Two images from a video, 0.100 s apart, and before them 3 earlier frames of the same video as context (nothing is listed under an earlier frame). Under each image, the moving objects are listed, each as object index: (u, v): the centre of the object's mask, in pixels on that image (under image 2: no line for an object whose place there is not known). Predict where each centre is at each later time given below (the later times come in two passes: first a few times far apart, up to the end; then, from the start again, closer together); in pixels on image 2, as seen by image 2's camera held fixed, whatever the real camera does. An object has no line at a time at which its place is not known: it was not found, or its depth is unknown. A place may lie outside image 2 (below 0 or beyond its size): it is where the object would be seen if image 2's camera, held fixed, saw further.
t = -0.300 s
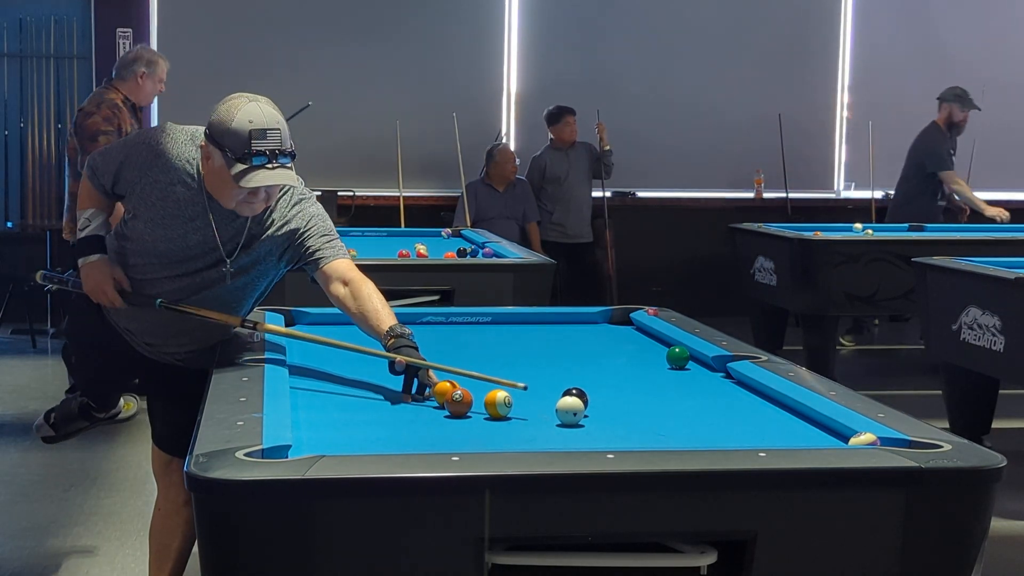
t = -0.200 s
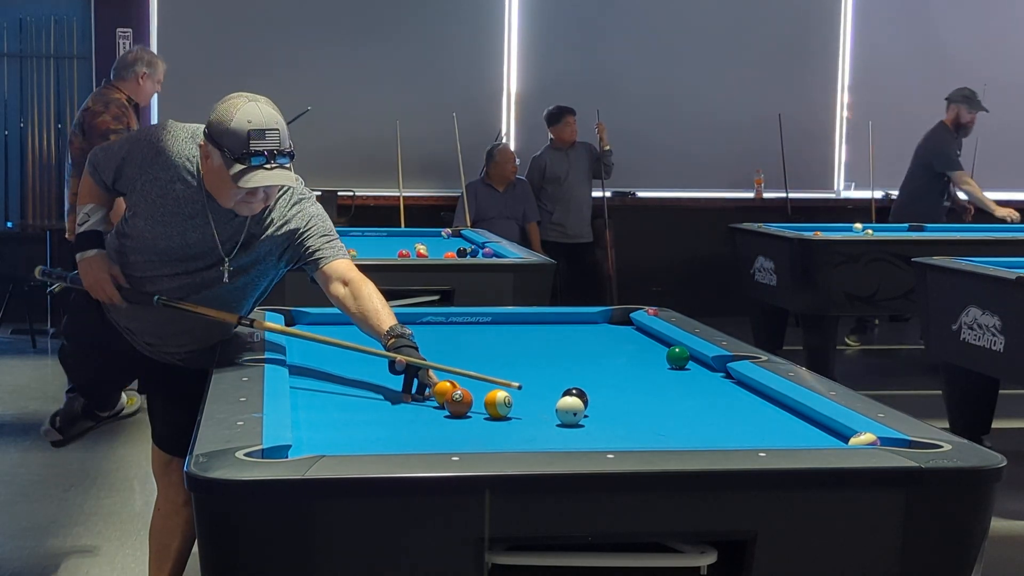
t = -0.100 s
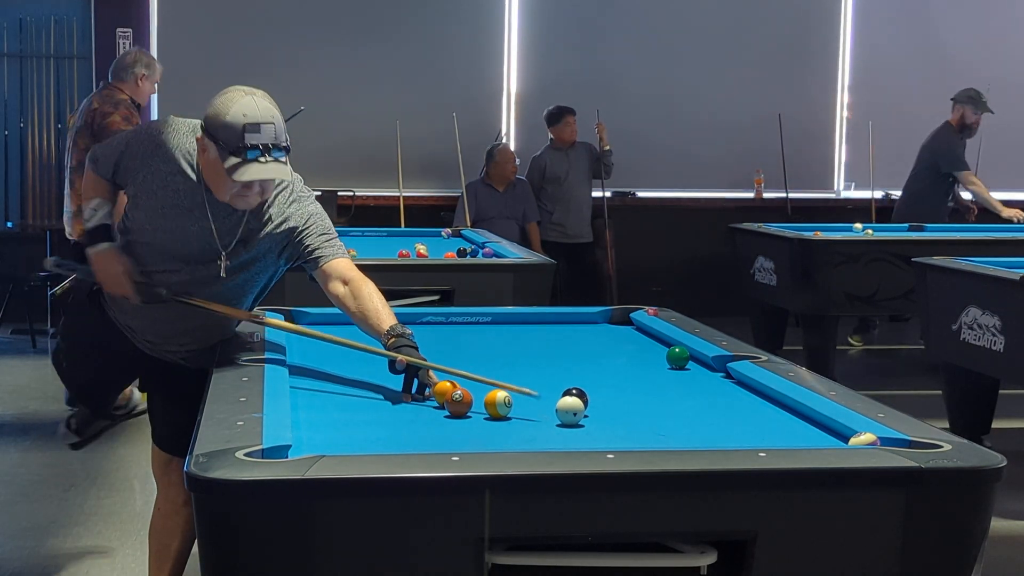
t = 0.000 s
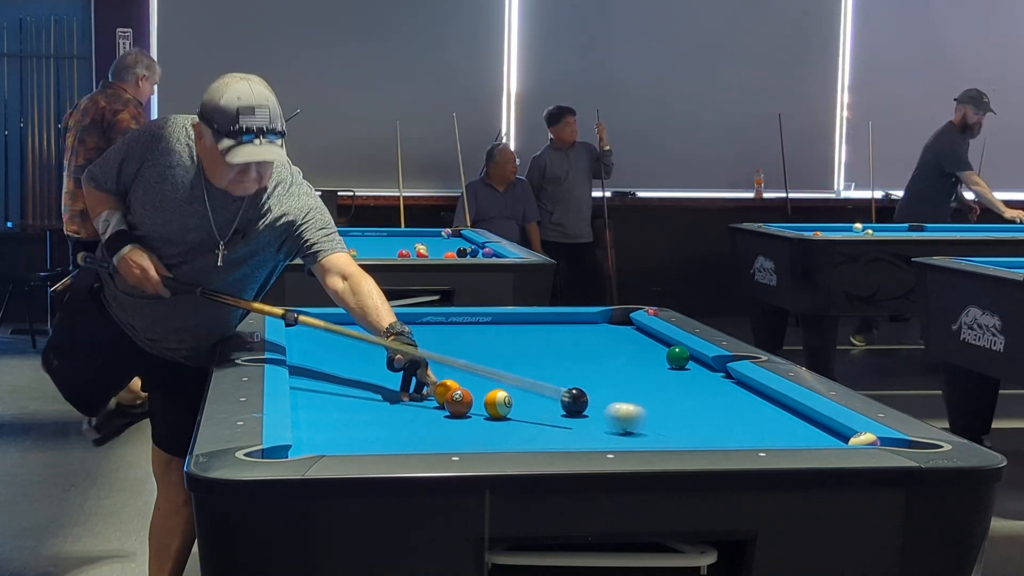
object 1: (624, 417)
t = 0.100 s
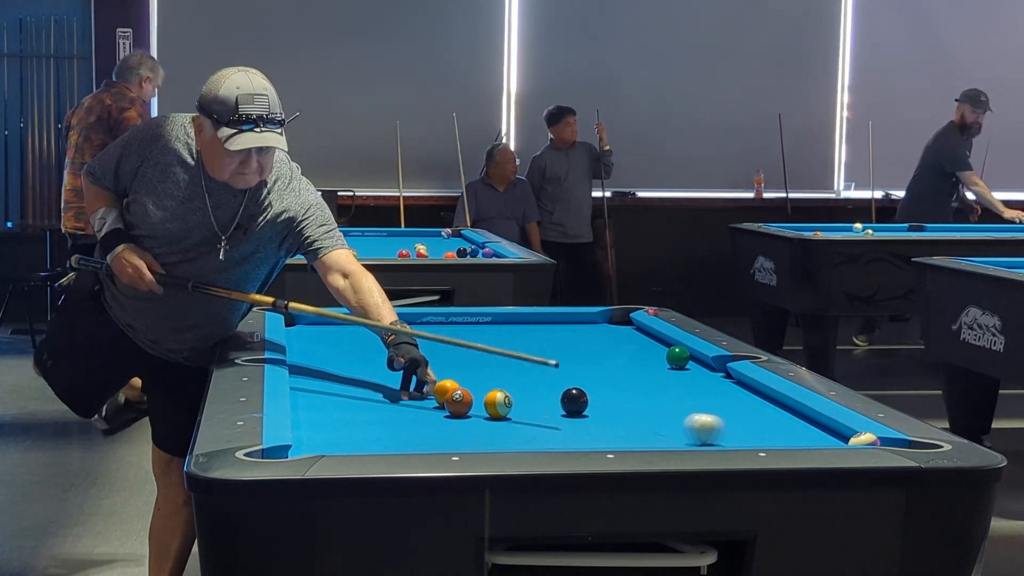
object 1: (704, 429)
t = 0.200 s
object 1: (781, 435)
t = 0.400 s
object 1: (811, 437)
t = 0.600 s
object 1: (797, 434)
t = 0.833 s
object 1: (782, 429)
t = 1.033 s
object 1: (771, 423)
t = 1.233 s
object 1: (761, 418)
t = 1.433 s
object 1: (753, 414)
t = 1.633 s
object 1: (745, 410)
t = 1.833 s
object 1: (739, 406)
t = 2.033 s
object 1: (734, 403)
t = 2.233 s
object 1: (729, 400)
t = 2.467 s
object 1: (724, 397)
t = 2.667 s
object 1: (721, 396)
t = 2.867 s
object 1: (718, 394)
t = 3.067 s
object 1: (716, 393)
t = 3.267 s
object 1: (715, 392)
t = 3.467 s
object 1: (714, 391)
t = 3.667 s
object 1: (713, 391)
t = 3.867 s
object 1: (713, 391)
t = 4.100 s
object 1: (714, 391)
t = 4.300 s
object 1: (713, 391)
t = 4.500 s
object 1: (713, 391)
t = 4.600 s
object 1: (721, 390)
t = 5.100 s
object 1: (708, 390)
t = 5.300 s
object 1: (713, 391)
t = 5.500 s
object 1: (713, 392)
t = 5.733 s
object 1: (713, 391)
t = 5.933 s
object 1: (713, 391)
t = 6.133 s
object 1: (713, 391)
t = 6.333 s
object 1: (713, 392)
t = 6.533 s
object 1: (713, 391)
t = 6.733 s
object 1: (713, 391)
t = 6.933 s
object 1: (714, 391)
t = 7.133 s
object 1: (713, 391)
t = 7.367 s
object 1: (713, 391)
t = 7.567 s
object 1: (714, 391)
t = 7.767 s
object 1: (714, 391)
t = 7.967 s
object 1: (714, 391)
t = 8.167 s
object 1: (714, 391)
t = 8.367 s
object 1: (714, 391)
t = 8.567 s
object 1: (713, 391)
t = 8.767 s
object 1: (713, 391)
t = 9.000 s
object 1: (713, 391)
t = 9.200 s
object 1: (713, 391)
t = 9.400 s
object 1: (713, 391)
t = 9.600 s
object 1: (713, 391)
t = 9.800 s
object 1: (713, 391)
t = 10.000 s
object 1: (713, 391)
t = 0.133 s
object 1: (729, 431)
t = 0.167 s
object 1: (754, 433)
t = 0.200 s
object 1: (781, 435)
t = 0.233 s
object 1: (807, 437)
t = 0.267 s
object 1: (830, 439)
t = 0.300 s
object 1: (825, 439)
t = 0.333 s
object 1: (818, 438)
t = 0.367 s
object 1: (814, 437)
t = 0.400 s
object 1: (811, 437)
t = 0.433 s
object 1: (809, 436)
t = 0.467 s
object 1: (806, 436)
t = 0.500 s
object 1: (804, 435)
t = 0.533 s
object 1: (801, 435)
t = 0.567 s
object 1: (799, 434)
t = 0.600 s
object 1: (797, 434)
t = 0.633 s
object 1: (795, 433)
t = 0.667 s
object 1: (792, 432)
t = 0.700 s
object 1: (791, 432)
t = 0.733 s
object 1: (788, 431)
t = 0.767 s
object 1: (786, 430)
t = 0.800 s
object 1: (784, 430)
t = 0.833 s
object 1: (782, 429)
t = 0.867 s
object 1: (780, 428)
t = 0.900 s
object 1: (778, 427)
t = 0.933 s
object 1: (776, 426)
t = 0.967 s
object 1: (774, 425)
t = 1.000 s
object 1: (773, 424)
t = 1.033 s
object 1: (771, 423)
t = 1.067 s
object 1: (769, 423)
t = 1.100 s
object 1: (768, 422)
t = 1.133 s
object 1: (766, 421)
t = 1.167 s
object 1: (764, 420)
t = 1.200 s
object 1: (763, 419)
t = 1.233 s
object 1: (761, 418)
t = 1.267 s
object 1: (760, 418)
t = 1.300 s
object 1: (758, 417)
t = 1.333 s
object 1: (757, 416)
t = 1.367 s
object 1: (756, 415)
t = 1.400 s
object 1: (754, 414)
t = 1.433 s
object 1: (753, 414)
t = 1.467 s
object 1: (751, 413)
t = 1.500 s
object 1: (750, 412)
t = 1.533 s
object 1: (749, 412)
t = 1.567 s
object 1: (748, 411)
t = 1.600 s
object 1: (747, 410)
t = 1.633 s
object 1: (745, 410)
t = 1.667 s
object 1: (744, 409)
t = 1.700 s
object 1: (743, 409)
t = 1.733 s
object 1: (742, 408)
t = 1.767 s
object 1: (741, 407)
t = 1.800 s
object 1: (740, 407)
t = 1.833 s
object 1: (739, 406)
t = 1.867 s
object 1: (738, 406)
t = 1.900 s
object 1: (737, 405)
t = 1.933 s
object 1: (736, 405)
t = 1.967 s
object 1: (735, 404)
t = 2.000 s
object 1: (735, 404)
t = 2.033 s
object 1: (734, 403)
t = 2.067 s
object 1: (733, 403)
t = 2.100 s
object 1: (732, 402)
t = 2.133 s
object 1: (731, 402)
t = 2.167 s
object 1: (731, 401)
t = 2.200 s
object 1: (730, 401)
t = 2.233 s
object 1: (729, 400)
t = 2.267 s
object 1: (728, 400)
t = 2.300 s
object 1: (728, 399)
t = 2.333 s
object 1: (727, 399)
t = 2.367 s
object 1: (726, 399)
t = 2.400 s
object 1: (725, 398)
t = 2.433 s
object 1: (725, 398)
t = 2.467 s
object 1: (724, 397)
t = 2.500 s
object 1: (724, 397)
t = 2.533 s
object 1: (723, 397)
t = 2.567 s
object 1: (722, 396)
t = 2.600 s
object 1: (722, 396)
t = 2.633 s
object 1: (721, 396)
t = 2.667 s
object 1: (721, 396)
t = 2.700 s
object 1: (720, 395)
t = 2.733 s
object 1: (720, 395)
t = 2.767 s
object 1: (719, 395)
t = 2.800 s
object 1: (719, 394)
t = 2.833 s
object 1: (719, 394)
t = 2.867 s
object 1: (718, 394)
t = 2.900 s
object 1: (718, 394)
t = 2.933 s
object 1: (717, 394)
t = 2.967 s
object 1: (717, 393)
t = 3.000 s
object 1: (717, 393)
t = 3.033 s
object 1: (717, 393)
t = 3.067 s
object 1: (716, 393)
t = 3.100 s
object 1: (716, 393)
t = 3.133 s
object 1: (716, 393)
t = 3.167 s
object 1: (716, 393)
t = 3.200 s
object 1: (716, 392)
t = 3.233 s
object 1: (715, 392)
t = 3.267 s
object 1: (715, 392)
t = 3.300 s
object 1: (715, 392)
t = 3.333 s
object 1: (715, 392)
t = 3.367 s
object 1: (715, 391)
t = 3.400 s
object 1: (714, 391)
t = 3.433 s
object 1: (714, 391)
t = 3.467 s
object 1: (714, 391)
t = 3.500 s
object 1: (714, 391)
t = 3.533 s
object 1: (714, 391)
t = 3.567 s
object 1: (714, 391)
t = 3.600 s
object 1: (713, 391)
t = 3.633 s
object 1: (713, 391)
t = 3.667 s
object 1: (713, 391)
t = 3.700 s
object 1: (713, 391)
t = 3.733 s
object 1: (713, 391)
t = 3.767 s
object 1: (713, 391)
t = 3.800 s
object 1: (713, 391)
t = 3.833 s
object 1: (713, 391)
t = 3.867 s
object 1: (713, 391)
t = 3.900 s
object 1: (713, 391)
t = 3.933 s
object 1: (714, 391)
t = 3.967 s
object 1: (714, 391)
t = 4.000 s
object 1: (714, 391)
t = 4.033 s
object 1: (714, 391)
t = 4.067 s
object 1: (714, 391)
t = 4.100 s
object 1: (714, 391)
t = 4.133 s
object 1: (713, 391)
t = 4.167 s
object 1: (713, 391)
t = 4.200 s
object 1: (713, 391)
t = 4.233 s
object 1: (713, 391)
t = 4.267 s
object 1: (714, 391)
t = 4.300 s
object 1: (713, 391)
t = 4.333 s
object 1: (713, 391)
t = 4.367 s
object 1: (713, 391)
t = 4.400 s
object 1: (713, 391)
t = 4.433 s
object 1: (713, 391)
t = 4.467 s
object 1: (713, 391)
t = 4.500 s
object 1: (713, 391)
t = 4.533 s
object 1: (713, 391)
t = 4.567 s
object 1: (713, 391)
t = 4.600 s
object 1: (721, 390)
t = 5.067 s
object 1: (704, 390)
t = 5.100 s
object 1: (708, 390)
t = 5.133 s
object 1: (712, 391)
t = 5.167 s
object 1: (713, 391)
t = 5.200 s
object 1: (713, 391)
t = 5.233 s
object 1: (713, 391)
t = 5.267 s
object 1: (713, 391)
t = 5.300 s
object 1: (713, 391)
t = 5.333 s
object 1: (713, 391)
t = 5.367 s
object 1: (713, 391)
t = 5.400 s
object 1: (713, 389)
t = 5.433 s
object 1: (713, 391)
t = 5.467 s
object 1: (713, 391)
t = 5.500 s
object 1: (713, 392)
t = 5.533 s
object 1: (713, 392)
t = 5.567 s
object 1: (713, 391)
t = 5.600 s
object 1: (713, 391)
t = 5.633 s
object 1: (713, 391)
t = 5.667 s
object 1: (713, 391)
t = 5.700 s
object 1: (713, 391)
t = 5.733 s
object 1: (713, 391)
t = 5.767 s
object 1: (713, 391)
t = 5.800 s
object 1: (713, 391)
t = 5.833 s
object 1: (713, 391)
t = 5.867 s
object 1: (713, 391)
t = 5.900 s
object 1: (713, 391)
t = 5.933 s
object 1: (713, 391)
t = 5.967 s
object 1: (713, 391)
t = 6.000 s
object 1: (713, 391)
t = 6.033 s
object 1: (713, 392)
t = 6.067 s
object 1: (713, 392)
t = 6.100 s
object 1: (713, 391)
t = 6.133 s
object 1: (713, 391)
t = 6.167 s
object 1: (713, 391)
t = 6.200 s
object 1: (713, 391)
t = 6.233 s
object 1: (713, 392)
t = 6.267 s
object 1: (713, 391)
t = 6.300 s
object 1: (713, 391)
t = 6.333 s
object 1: (713, 392)
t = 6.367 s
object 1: (713, 391)
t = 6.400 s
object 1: (713, 391)
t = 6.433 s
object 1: (713, 391)
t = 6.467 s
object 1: (713, 391)
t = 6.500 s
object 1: (713, 391)
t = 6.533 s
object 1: (713, 391)
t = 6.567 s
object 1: (713, 391)
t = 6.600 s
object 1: (713, 391)
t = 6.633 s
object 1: (713, 391)
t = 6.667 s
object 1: (713, 391)
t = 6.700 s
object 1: (713, 391)
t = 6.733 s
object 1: (713, 391)
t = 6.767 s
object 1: (713, 391)
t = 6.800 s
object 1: (713, 391)
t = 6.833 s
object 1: (713, 391)
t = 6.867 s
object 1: (713, 391)
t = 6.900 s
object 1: (713, 391)
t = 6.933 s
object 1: (714, 391)
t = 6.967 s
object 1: (713, 391)
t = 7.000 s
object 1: (713, 391)
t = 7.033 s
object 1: (713, 391)
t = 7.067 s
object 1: (713, 391)
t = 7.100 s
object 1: (713, 391)
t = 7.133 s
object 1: (713, 391)
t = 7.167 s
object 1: (713, 391)
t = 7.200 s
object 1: (713, 391)
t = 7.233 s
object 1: (713, 391)
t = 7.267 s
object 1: (713, 391)
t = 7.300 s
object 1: (713, 391)
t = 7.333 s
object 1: (713, 391)
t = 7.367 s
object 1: (713, 391)
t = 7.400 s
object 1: (713, 391)
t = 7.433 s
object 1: (713, 391)
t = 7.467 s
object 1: (713, 391)
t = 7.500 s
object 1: (714, 391)
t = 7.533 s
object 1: (714, 391)
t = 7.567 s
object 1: (714, 391)
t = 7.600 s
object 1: (714, 391)
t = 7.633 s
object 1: (713, 391)
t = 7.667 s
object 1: (714, 391)
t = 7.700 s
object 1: (714, 391)
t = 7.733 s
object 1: (714, 391)
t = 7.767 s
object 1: (714, 391)
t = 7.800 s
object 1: (714, 391)
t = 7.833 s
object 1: (714, 391)
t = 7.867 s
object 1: (714, 391)
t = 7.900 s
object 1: (714, 391)
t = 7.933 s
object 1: (714, 391)
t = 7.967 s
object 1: (714, 391)
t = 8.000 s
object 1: (714, 391)
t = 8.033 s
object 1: (713, 391)
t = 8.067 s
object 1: (714, 391)
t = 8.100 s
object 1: (713, 391)
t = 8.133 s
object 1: (714, 391)
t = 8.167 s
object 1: (714, 391)
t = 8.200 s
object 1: (714, 391)
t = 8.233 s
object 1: (713, 391)
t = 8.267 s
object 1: (714, 391)
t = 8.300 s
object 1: (714, 391)
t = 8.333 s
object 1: (714, 391)
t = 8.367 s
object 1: (714, 391)
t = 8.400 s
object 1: (714, 391)
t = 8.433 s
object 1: (713, 391)
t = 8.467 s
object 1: (714, 391)
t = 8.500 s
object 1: (714, 391)
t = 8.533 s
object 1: (713, 391)
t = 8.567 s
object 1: (713, 391)
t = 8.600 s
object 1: (713, 391)
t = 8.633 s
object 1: (713, 391)
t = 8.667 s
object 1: (713, 391)
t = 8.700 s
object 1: (713, 391)
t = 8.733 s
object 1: (713, 391)
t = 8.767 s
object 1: (713, 391)
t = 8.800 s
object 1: (713, 391)
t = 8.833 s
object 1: (713, 391)
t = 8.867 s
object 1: (713, 391)
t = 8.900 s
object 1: (713, 391)
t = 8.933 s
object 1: (713, 391)
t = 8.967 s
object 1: (713, 391)
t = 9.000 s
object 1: (713, 391)
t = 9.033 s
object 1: (713, 391)
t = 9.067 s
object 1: (713, 391)
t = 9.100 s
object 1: (713, 391)
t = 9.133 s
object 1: (713, 391)
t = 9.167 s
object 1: (713, 391)
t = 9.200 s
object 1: (713, 391)
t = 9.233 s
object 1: (713, 391)
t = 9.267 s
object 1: (713, 391)
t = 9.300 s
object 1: (713, 391)
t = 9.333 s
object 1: (713, 391)
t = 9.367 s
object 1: (713, 391)
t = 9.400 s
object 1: (713, 391)
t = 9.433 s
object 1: (713, 391)
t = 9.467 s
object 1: (713, 391)
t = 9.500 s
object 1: (713, 391)
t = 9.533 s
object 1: (713, 391)
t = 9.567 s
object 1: (713, 391)
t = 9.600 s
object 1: (713, 391)
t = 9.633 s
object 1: (713, 391)
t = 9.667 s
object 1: (713, 391)
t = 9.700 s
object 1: (713, 391)
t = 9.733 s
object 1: (713, 391)
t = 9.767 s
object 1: (713, 391)
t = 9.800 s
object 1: (713, 391)
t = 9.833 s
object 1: (713, 391)
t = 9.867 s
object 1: (713, 391)
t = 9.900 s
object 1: (713, 391)
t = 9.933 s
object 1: (713, 391)
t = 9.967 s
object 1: (713, 391)
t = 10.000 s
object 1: (713, 391)
